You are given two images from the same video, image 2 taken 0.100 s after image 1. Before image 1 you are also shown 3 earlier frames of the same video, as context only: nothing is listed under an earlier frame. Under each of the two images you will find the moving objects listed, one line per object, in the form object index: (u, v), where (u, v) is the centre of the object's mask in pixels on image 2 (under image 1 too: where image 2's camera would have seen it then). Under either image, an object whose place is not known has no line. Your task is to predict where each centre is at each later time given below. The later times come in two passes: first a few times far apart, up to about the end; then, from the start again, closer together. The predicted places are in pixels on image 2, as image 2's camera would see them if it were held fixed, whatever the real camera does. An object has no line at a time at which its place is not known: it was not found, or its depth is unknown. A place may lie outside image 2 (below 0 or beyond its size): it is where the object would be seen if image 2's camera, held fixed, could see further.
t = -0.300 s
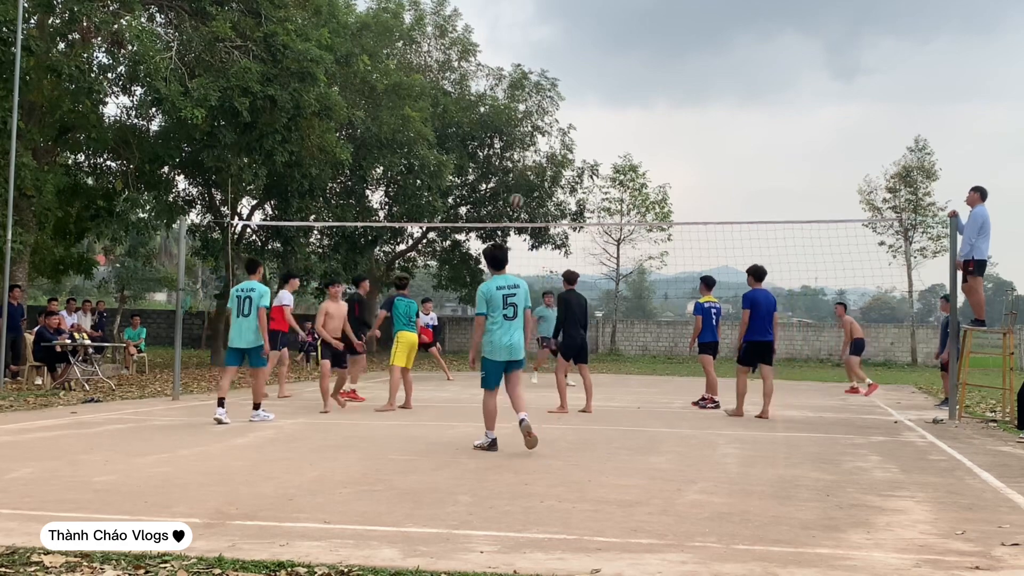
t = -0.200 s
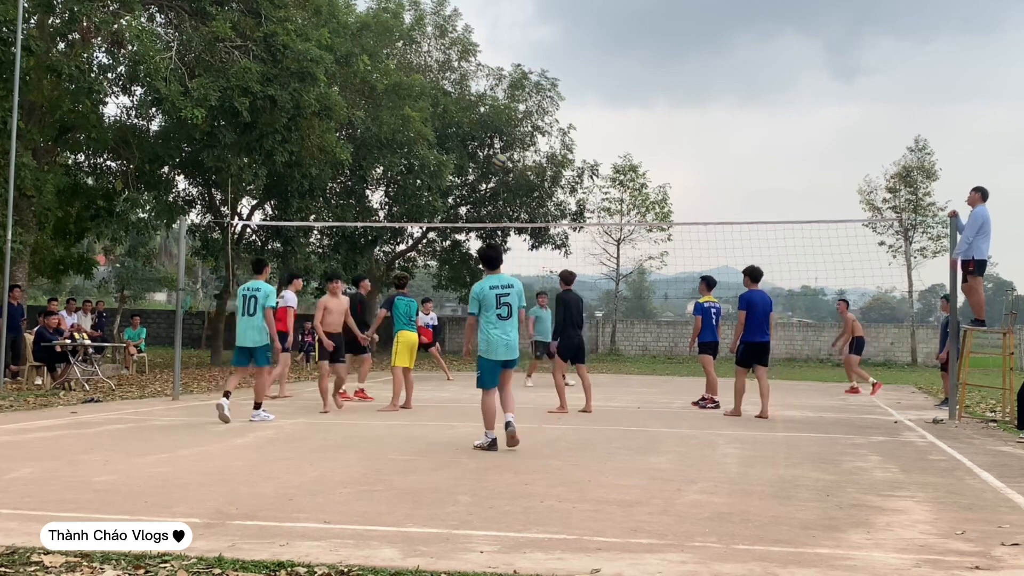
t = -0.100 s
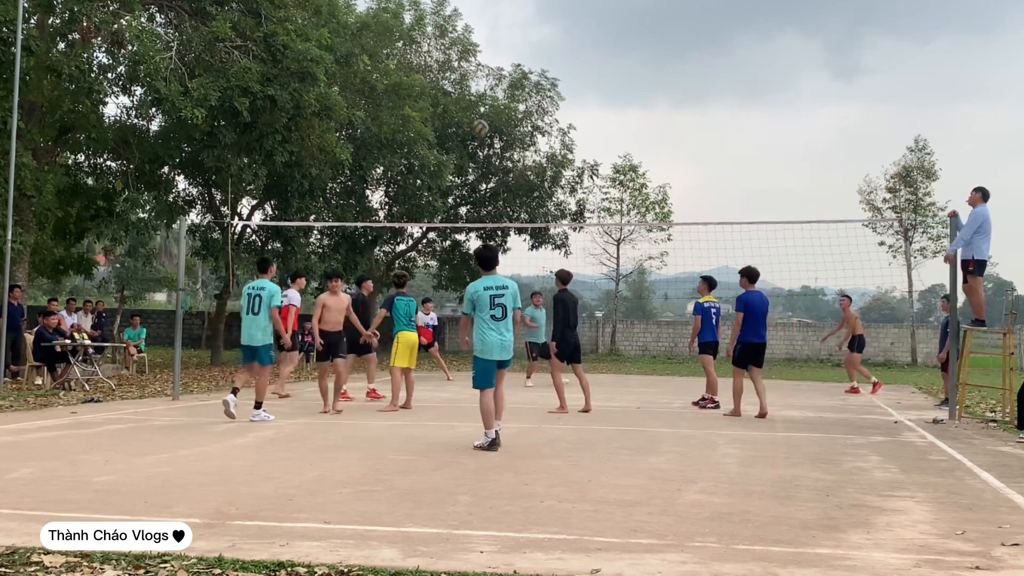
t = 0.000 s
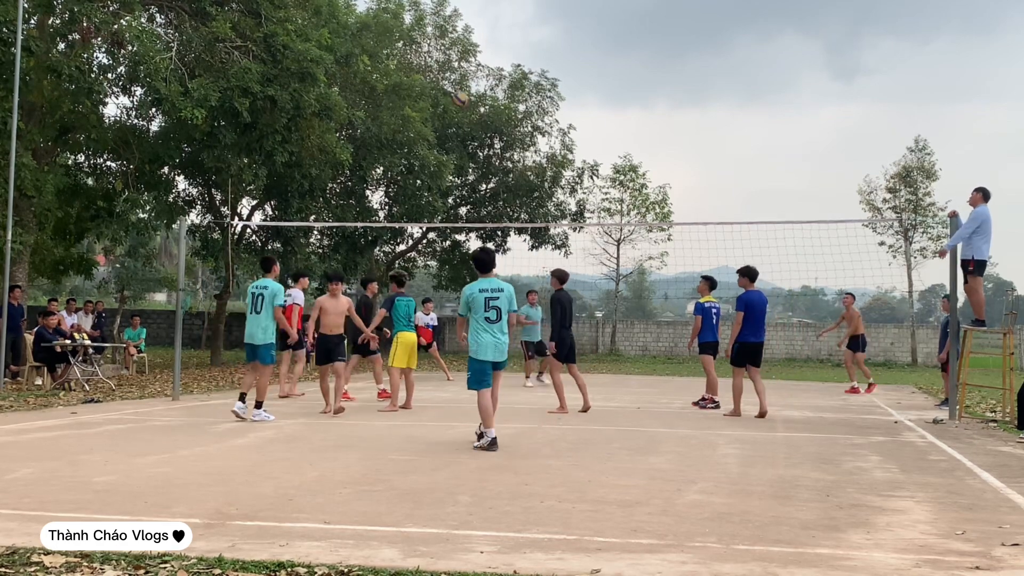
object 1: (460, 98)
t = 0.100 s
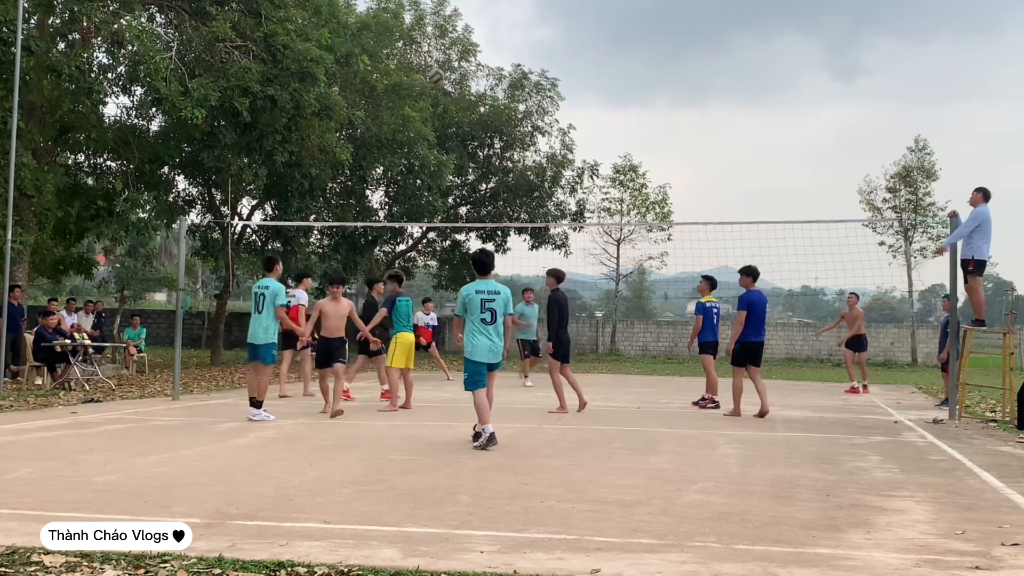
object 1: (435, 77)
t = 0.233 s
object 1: (402, 58)
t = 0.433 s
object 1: (341, 55)
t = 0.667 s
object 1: (255, 98)
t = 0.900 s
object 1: (154, 203)
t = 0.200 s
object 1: (411, 60)
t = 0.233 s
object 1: (402, 58)
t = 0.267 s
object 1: (392, 55)
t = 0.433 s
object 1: (341, 55)
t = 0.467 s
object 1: (331, 57)
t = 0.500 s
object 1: (318, 61)
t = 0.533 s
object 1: (307, 66)
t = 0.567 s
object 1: (295, 72)
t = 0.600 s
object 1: (282, 80)
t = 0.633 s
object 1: (270, 88)
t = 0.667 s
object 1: (255, 98)
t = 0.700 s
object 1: (242, 108)
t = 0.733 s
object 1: (228, 120)
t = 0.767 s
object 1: (214, 134)
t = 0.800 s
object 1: (199, 149)
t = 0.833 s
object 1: (184, 165)
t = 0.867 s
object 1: (170, 182)
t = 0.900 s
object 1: (154, 203)
